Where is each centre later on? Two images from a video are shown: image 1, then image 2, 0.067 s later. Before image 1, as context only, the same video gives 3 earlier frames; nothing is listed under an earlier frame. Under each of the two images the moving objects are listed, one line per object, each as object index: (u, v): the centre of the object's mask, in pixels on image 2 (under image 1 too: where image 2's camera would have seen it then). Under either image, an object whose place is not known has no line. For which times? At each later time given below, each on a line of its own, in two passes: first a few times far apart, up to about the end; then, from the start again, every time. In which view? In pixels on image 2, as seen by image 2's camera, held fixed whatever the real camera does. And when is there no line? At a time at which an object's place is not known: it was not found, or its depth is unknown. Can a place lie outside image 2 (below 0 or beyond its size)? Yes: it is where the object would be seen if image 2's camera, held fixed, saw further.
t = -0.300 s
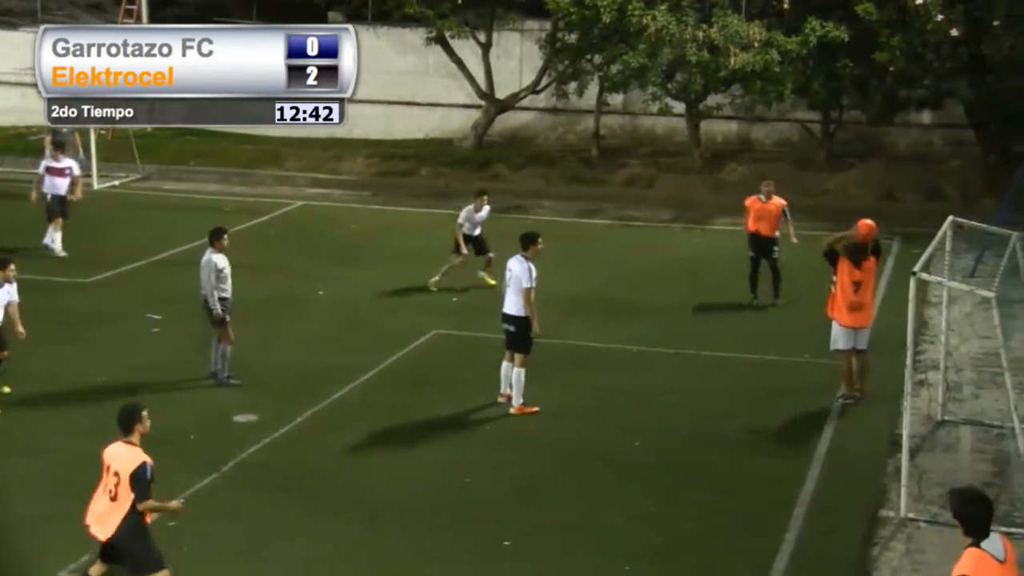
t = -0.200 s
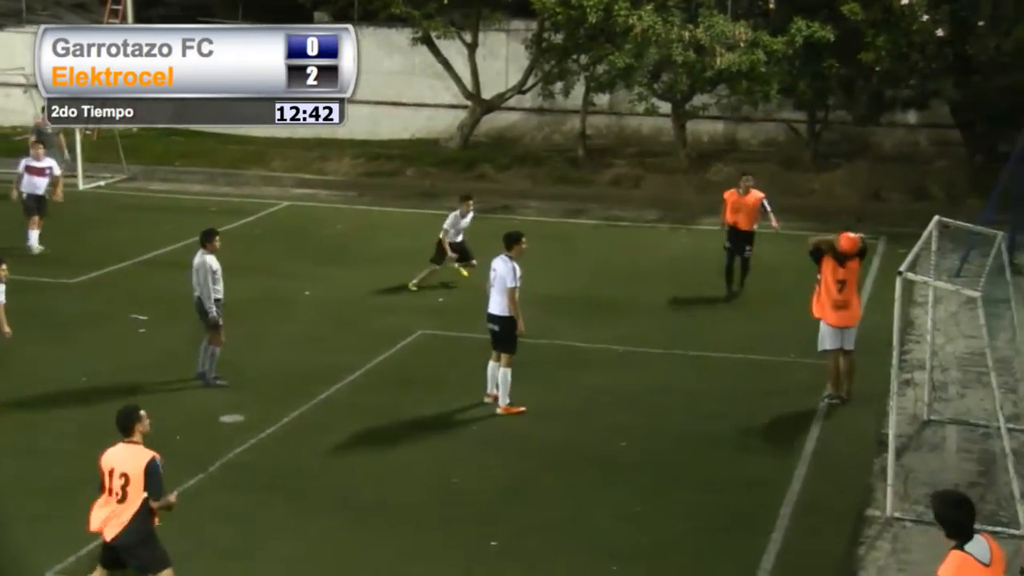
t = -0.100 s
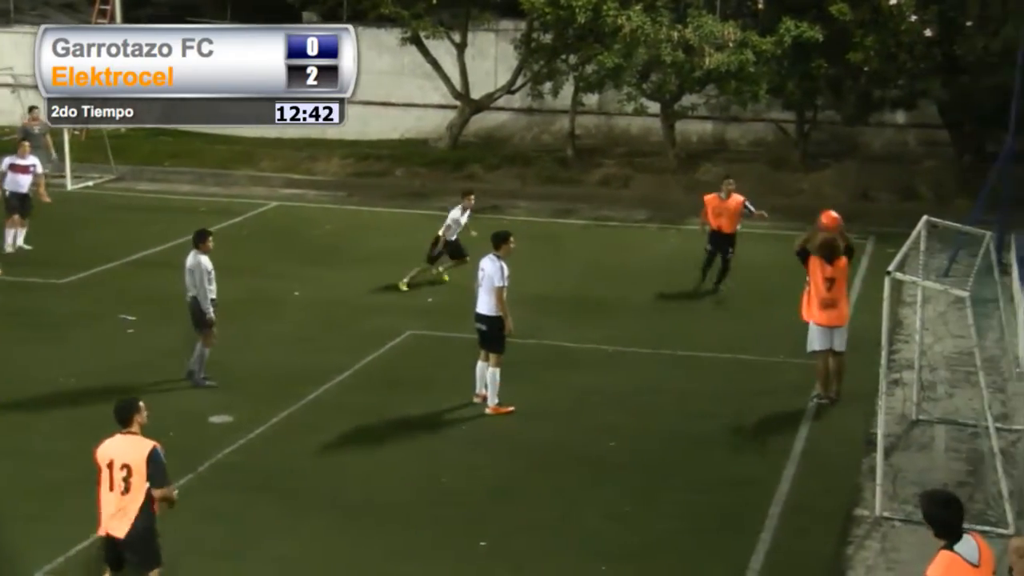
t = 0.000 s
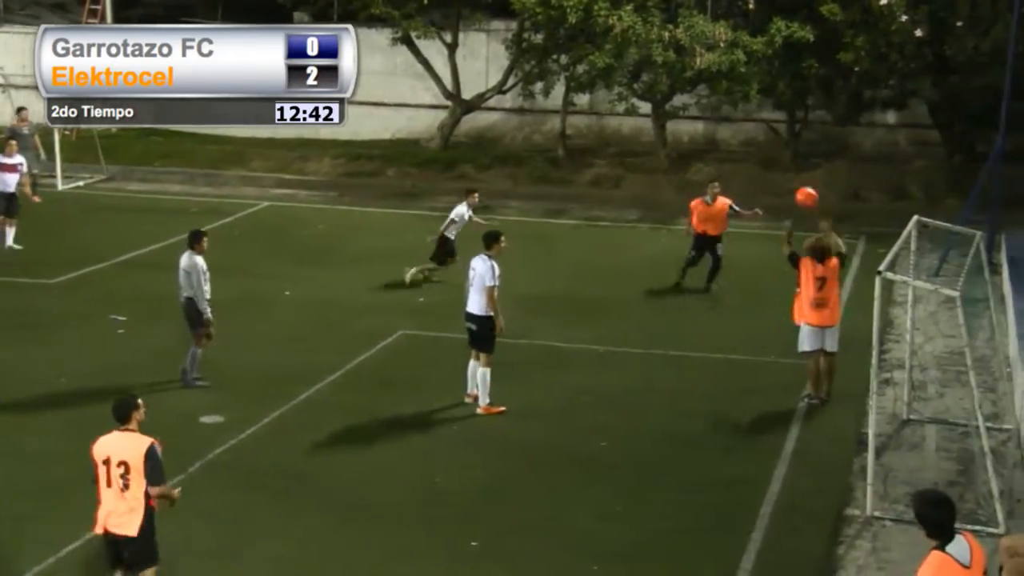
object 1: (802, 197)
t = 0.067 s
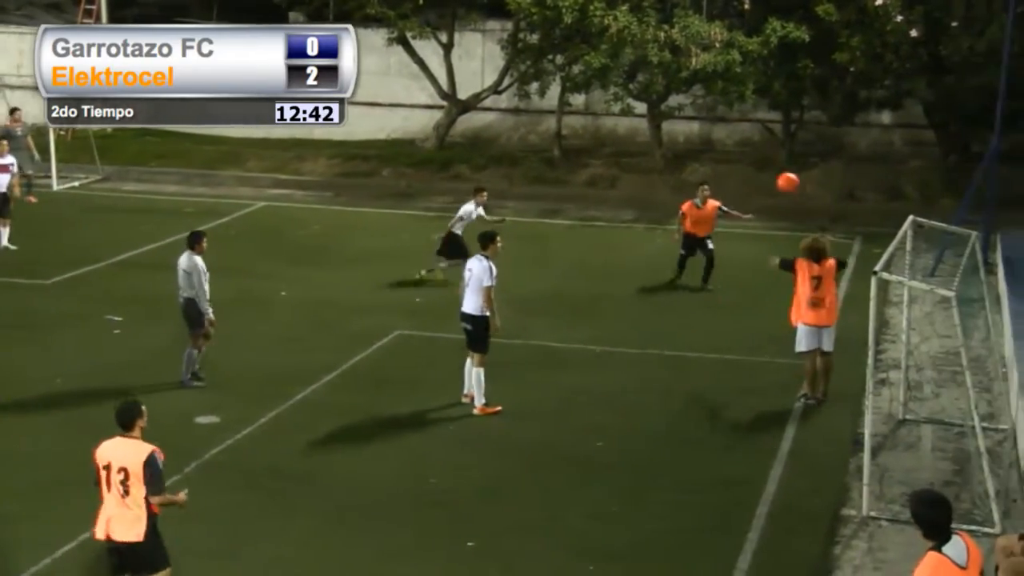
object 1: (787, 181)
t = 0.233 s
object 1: (762, 172)
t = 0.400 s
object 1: (740, 182)
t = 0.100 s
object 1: (782, 178)
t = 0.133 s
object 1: (776, 175)
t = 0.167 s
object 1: (771, 173)
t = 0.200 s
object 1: (767, 172)
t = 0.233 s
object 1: (762, 172)
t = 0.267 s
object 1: (757, 173)
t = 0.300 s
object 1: (752, 174)
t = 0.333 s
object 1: (747, 177)
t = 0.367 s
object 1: (743, 180)
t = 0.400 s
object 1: (740, 182)
